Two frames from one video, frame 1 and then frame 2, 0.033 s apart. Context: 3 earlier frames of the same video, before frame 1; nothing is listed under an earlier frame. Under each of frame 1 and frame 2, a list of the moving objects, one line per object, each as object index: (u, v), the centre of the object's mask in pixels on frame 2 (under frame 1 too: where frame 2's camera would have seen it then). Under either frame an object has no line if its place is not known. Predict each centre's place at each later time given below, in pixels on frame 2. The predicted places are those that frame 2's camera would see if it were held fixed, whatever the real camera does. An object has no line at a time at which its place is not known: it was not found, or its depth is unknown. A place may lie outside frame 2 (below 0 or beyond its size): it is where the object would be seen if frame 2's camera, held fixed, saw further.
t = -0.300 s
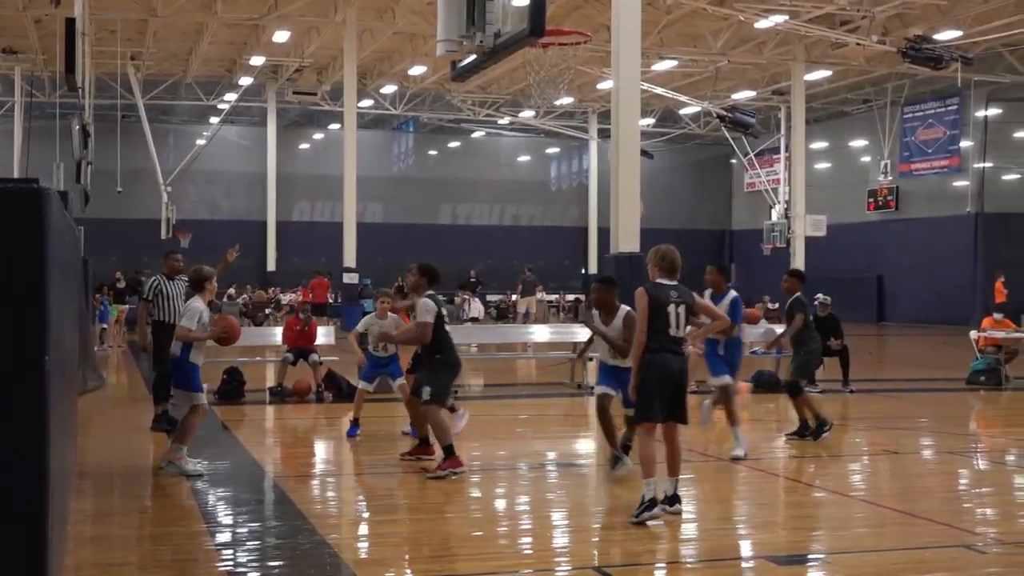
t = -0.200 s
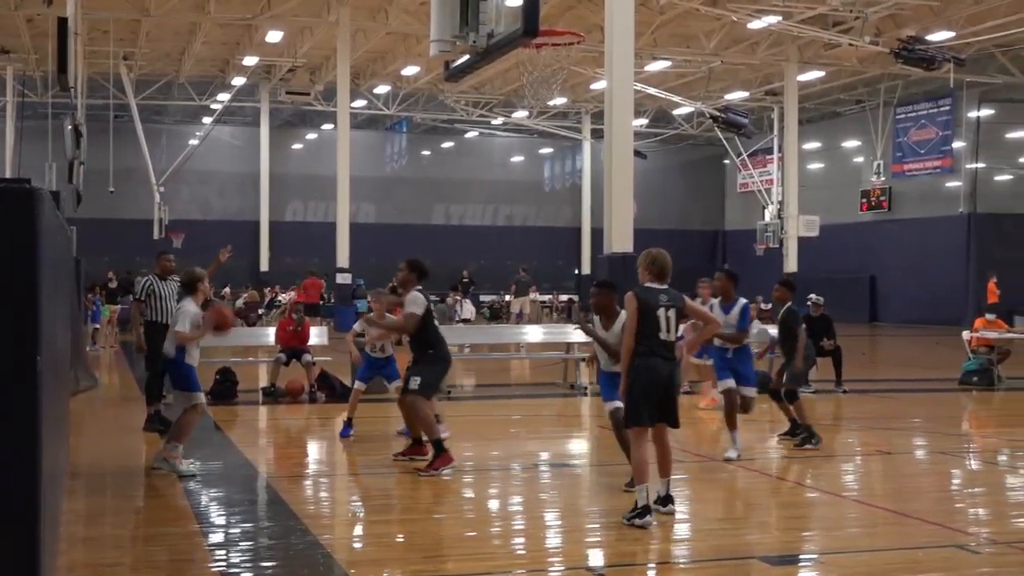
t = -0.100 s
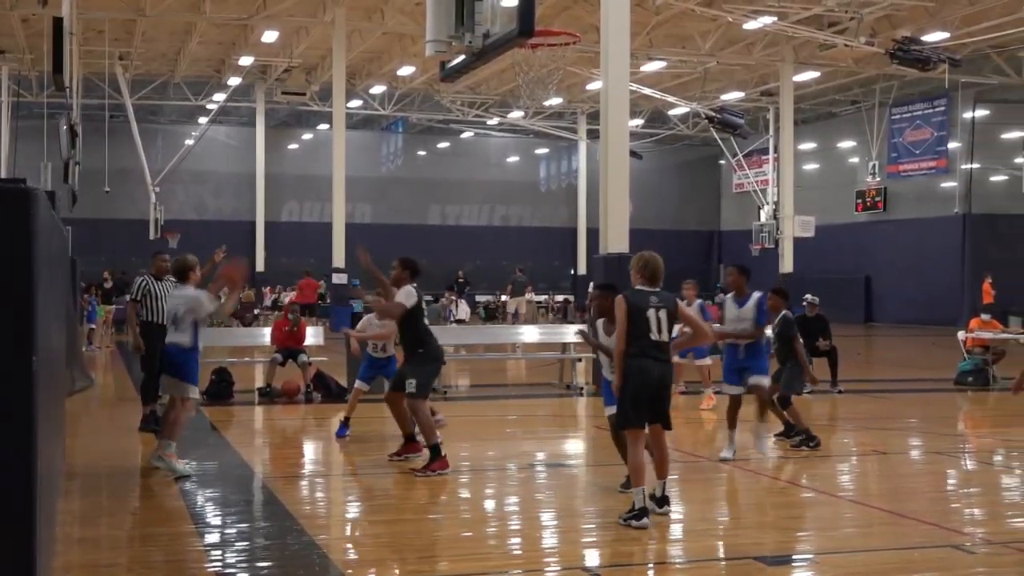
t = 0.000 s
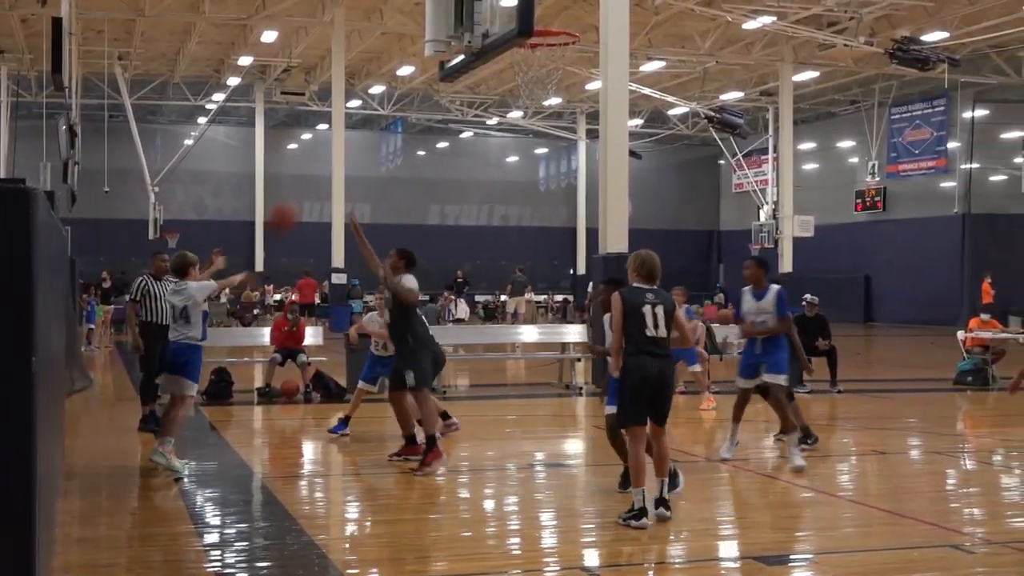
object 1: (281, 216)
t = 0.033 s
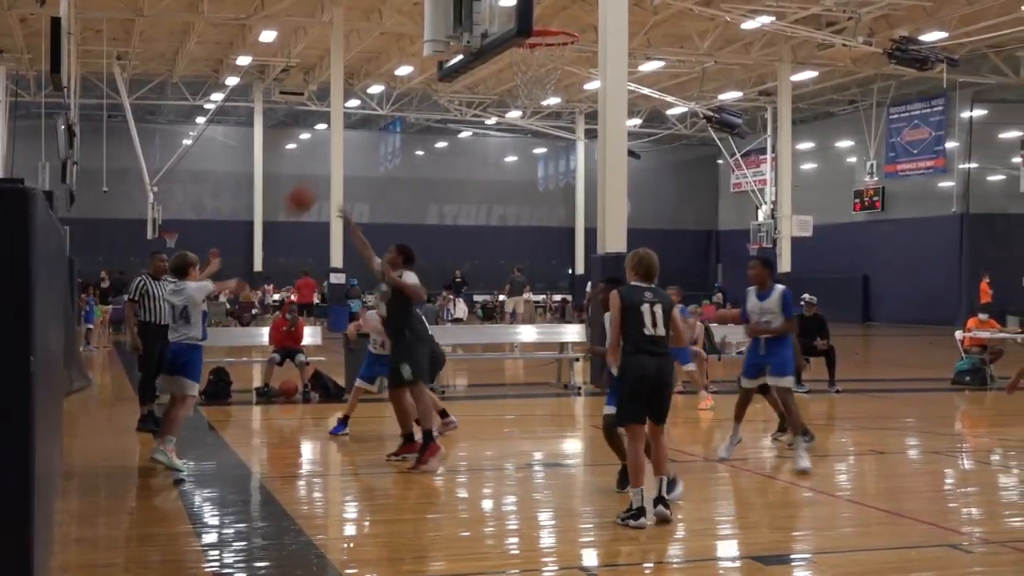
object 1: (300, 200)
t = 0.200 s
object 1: (378, 139)
